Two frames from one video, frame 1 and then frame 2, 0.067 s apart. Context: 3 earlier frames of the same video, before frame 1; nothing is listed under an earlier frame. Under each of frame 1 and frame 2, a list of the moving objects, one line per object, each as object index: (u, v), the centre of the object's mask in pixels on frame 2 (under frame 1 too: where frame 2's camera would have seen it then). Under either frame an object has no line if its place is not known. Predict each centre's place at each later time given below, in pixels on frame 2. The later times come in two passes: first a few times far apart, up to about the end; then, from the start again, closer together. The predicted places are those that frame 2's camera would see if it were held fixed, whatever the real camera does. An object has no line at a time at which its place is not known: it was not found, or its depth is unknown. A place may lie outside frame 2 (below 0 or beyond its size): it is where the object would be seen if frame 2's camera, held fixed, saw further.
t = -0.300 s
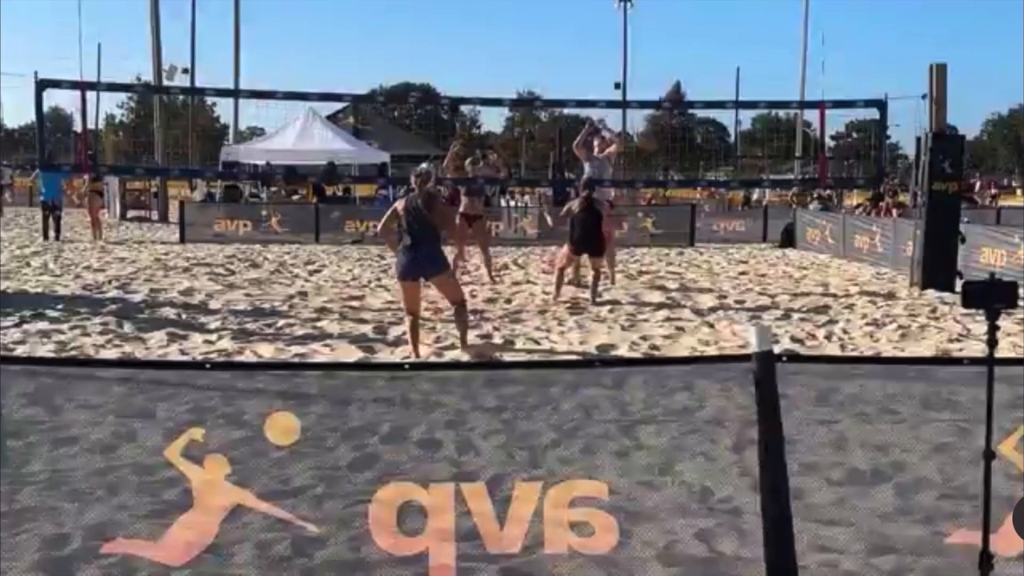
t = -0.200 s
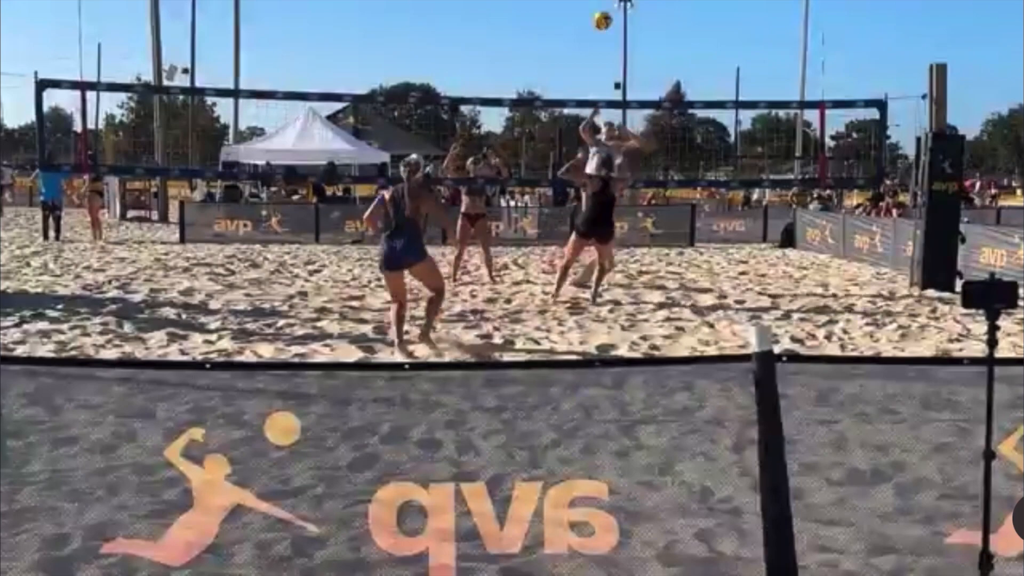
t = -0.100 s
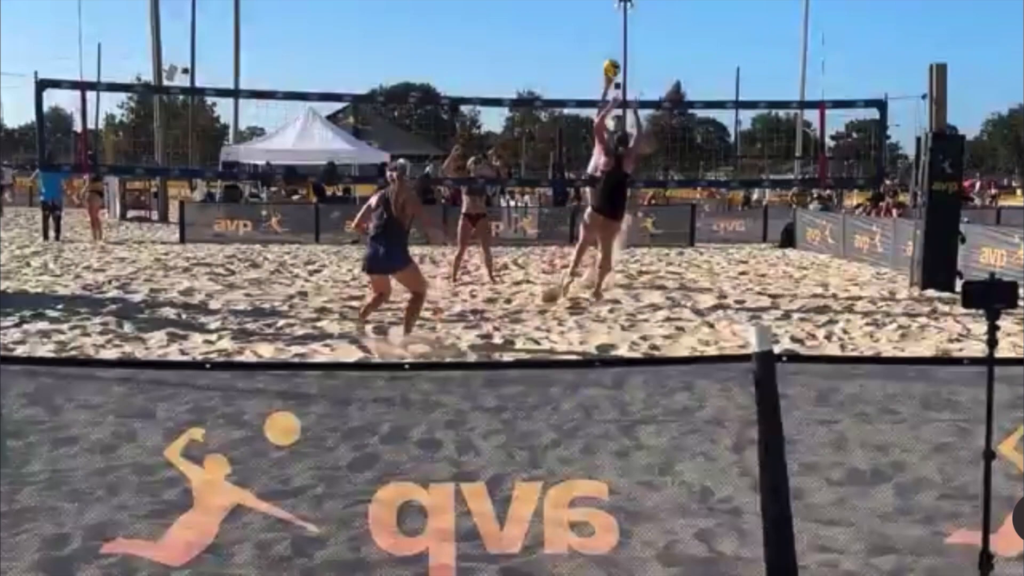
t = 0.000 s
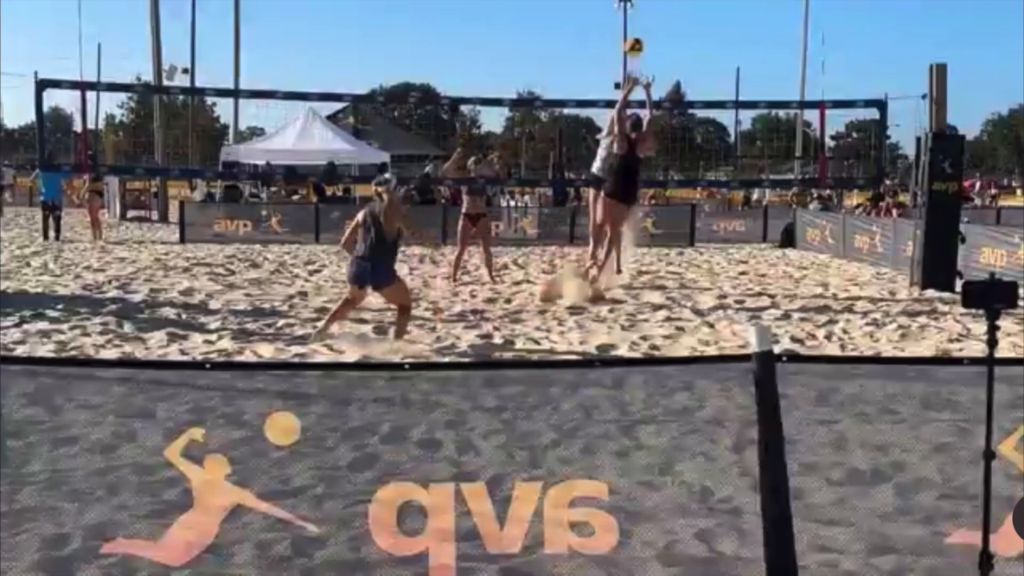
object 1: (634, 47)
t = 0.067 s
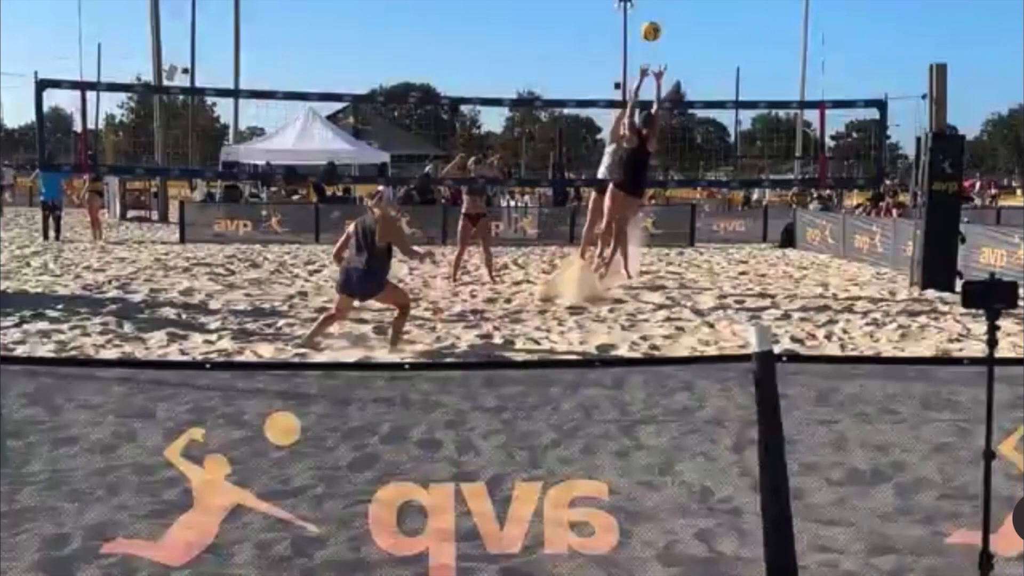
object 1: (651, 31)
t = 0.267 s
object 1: (709, 9)
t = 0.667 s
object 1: (862, 111)
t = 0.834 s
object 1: (944, 239)
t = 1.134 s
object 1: (987, 326)
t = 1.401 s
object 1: (940, 335)
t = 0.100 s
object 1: (660, 25)
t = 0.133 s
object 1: (668, 19)
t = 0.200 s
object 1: (689, 11)
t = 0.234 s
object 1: (698, 9)
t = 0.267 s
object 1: (709, 9)
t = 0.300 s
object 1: (719, 9)
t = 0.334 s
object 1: (730, 9)
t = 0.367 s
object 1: (741, 12)
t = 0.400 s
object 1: (753, 16)
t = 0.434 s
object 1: (765, 21)
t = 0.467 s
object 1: (777, 28)
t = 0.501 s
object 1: (790, 37)
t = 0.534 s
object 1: (804, 48)
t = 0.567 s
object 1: (817, 61)
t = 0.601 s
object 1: (831, 75)
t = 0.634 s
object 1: (846, 90)
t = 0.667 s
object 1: (862, 111)
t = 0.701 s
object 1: (877, 131)
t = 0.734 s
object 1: (893, 155)
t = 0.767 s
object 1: (907, 179)
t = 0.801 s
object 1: (926, 208)
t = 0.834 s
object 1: (944, 239)
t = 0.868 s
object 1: (961, 272)
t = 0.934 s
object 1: (1006, 346)
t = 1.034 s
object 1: (1009, 349)
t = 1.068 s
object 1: (1007, 343)
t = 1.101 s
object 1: (996, 334)
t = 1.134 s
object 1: (987, 326)
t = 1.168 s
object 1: (975, 325)
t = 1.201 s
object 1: (972, 322)
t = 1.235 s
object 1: (968, 320)
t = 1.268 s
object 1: (964, 317)
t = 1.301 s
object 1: (959, 318)
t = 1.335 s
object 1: (953, 321)
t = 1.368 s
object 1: (946, 328)
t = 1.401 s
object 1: (940, 335)
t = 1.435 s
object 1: (932, 344)
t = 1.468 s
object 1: (927, 350)
